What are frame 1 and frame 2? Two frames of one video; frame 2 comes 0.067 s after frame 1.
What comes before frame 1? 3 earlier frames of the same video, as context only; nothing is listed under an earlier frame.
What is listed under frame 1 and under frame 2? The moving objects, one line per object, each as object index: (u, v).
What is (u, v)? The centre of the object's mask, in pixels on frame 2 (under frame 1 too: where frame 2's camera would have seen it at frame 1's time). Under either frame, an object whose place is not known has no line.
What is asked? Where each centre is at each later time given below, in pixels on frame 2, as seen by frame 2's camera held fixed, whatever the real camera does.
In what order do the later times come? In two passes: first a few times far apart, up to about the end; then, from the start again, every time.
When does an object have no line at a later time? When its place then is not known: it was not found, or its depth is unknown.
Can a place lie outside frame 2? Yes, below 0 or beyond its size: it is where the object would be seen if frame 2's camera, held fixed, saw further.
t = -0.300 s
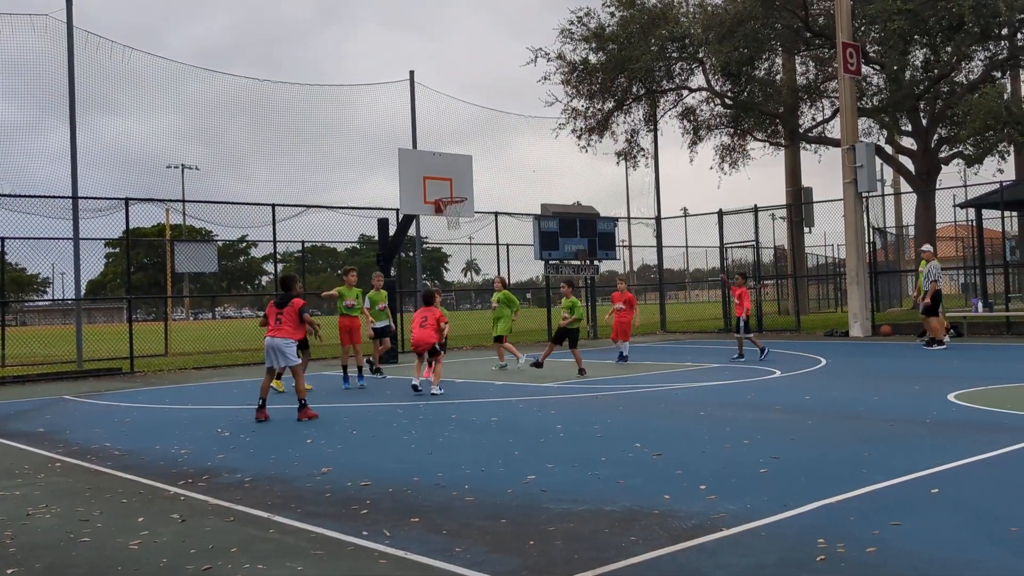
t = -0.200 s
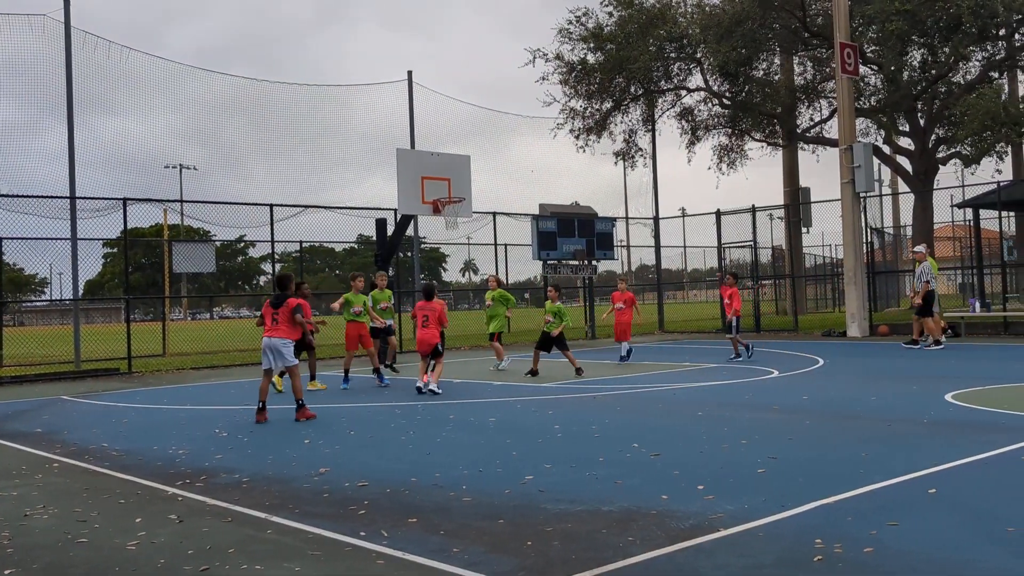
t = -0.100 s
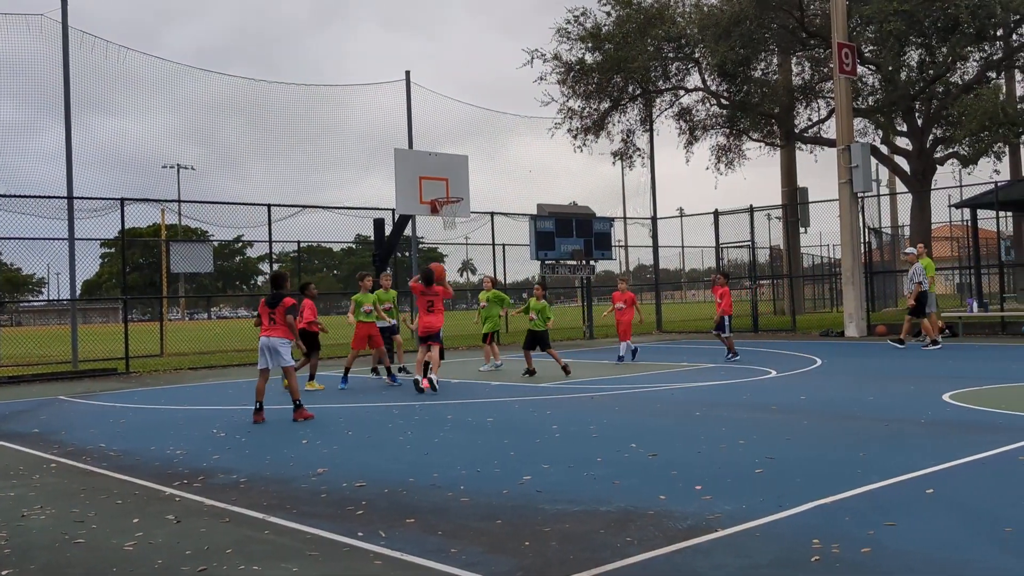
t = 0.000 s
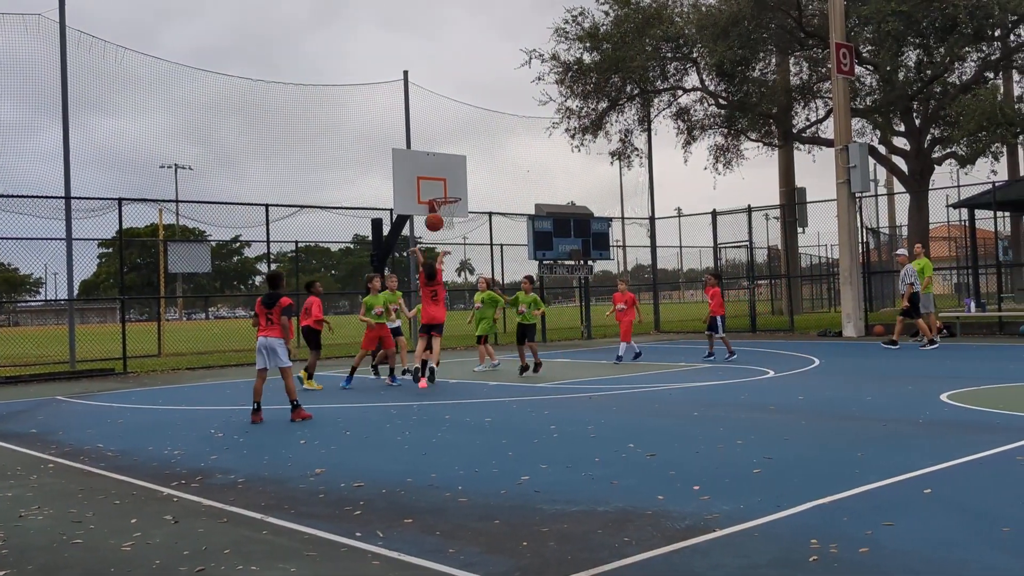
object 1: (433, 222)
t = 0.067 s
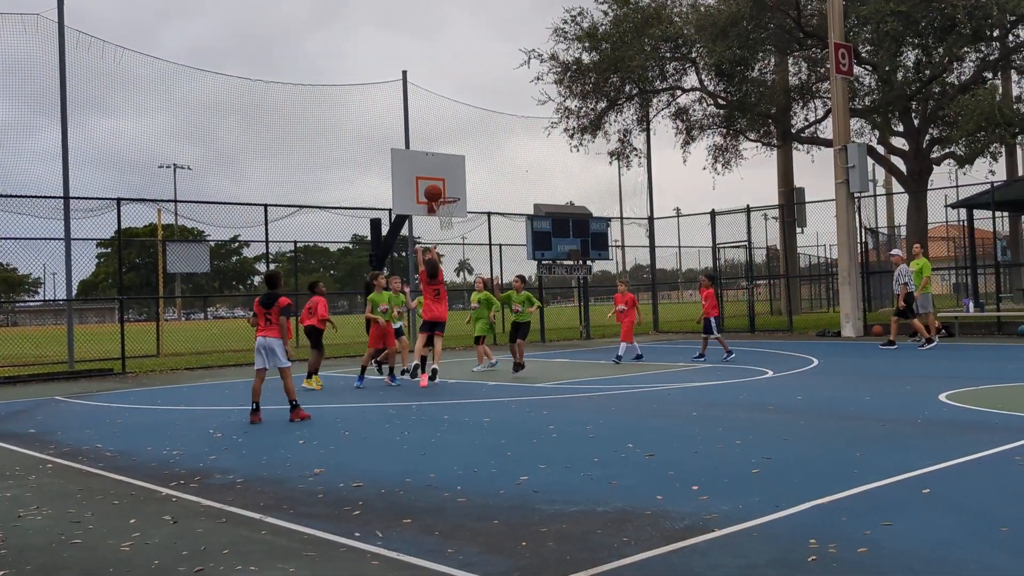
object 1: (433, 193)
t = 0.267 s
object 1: (434, 130)
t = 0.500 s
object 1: (436, 99)
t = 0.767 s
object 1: (440, 111)
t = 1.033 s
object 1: (446, 165)
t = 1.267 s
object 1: (436, 207)
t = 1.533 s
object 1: (441, 215)
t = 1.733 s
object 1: (451, 239)
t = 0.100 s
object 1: (433, 180)
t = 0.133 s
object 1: (433, 168)
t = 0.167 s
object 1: (433, 157)
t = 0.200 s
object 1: (433, 147)
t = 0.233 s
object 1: (433, 138)
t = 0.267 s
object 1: (434, 130)
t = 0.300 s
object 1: (434, 123)
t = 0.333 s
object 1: (434, 117)
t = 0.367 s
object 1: (434, 111)
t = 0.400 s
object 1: (435, 107)
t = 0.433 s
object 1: (435, 104)
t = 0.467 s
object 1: (436, 101)
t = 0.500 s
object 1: (436, 99)
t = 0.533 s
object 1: (437, 98)
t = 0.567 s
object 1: (437, 98)
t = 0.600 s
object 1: (438, 99)
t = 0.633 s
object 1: (438, 100)
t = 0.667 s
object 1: (439, 102)
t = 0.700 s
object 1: (439, 104)
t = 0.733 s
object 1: (440, 108)
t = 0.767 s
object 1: (440, 111)
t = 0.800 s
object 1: (441, 116)
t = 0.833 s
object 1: (442, 121)
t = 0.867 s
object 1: (442, 127)
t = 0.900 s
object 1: (443, 133)
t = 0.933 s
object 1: (444, 140)
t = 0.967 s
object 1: (445, 148)
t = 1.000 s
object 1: (446, 156)
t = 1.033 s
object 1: (446, 165)
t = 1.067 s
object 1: (447, 174)
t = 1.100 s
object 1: (448, 184)
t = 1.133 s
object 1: (449, 193)
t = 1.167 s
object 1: (448, 201)
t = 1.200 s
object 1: (443, 204)
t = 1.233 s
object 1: (439, 208)
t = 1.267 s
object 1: (436, 207)
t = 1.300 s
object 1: (435, 207)
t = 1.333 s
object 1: (435, 207)
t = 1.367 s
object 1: (435, 207)
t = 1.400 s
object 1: (436, 207)
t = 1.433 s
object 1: (436, 207)
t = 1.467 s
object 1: (437, 208)
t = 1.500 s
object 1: (440, 213)
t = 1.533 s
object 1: (441, 215)
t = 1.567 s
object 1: (442, 218)
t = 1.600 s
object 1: (444, 221)
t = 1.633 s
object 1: (446, 225)
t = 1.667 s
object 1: (448, 229)
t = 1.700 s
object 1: (449, 234)
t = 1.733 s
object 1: (451, 239)
